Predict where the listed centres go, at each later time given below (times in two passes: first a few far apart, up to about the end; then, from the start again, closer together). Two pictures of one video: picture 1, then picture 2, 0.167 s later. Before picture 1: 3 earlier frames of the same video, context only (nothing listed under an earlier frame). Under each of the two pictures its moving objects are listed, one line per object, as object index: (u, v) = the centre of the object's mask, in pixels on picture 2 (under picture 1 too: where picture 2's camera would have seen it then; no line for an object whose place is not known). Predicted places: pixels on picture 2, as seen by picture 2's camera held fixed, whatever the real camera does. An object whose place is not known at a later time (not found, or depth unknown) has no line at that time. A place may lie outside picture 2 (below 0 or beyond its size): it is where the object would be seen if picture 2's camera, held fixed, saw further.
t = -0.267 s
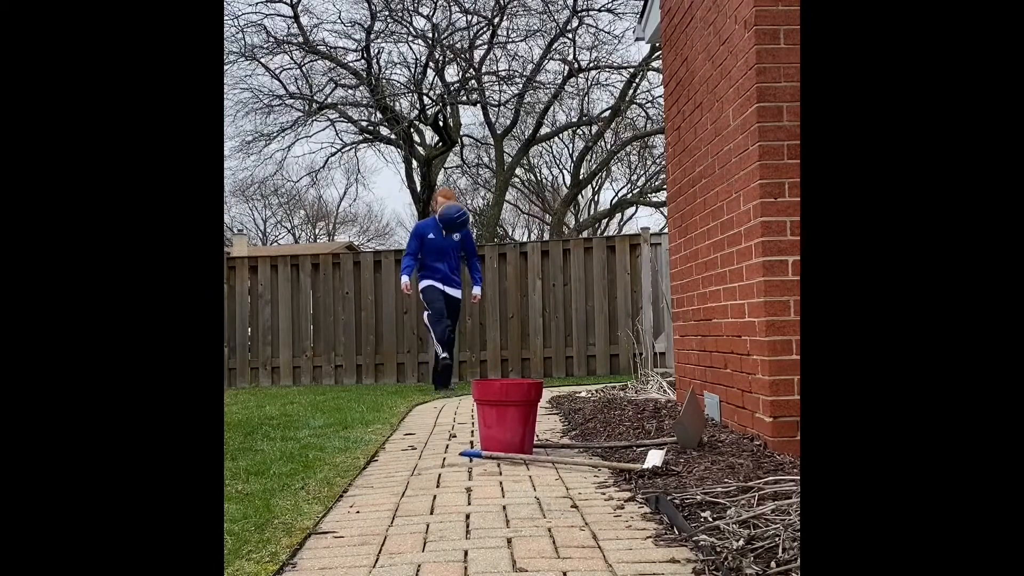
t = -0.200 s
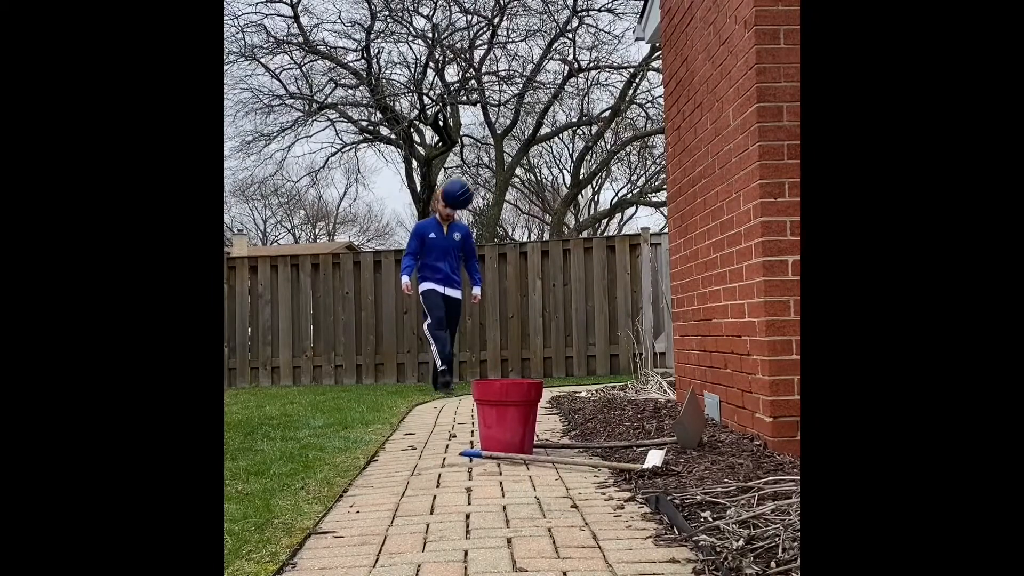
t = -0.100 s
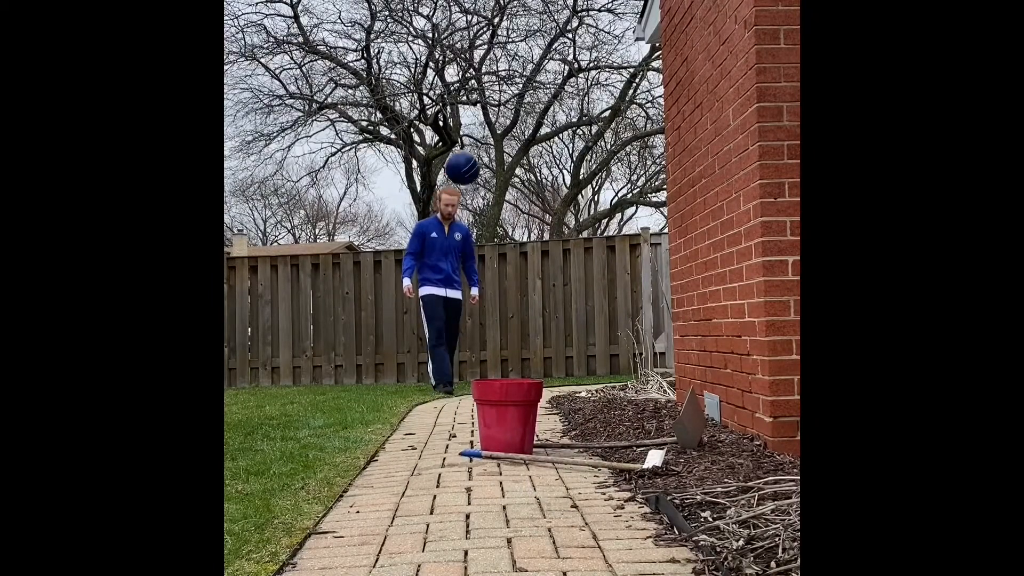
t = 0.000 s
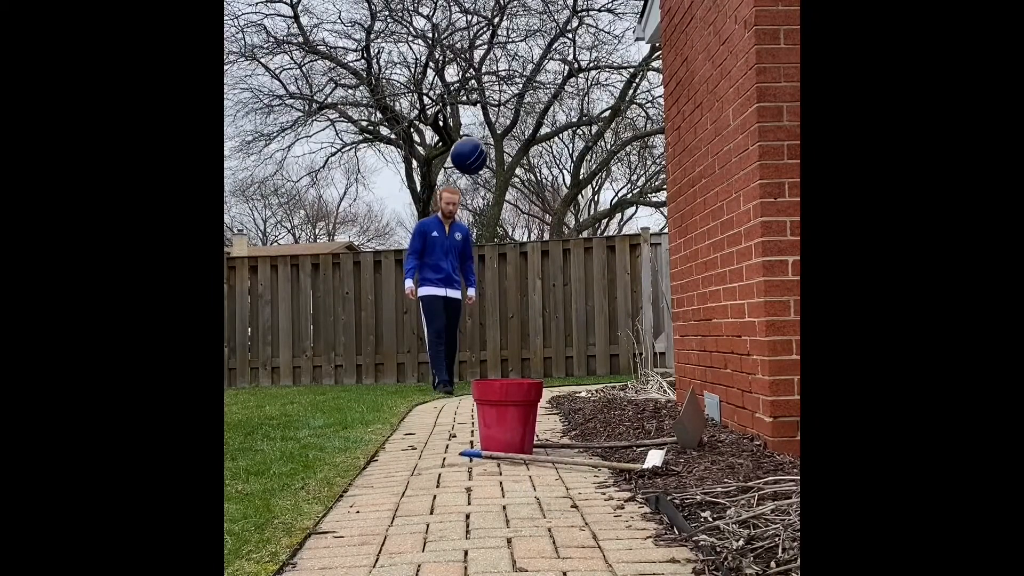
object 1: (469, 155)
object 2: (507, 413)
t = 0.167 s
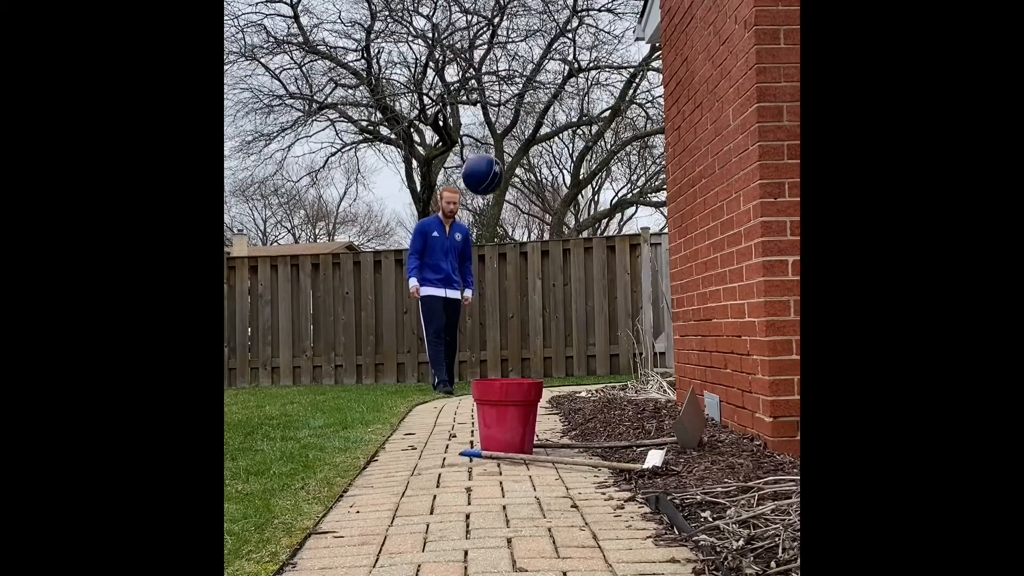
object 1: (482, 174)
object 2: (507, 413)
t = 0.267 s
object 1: (493, 214)
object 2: (507, 413)
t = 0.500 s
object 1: (505, 379)
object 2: (511, 413)
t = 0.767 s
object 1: (521, 372)
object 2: (515, 416)
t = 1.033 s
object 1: (524, 376)
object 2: (518, 417)
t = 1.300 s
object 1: (519, 375)
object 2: (519, 417)
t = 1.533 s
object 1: (514, 377)
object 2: (519, 417)
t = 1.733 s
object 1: (517, 379)
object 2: (519, 417)
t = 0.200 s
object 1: (486, 185)
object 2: (507, 413)
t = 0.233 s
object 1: (490, 198)
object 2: (507, 413)
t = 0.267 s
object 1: (493, 214)
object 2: (507, 413)
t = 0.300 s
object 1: (497, 233)
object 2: (507, 413)
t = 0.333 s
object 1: (501, 256)
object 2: (507, 413)
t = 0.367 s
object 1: (505, 282)
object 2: (507, 413)
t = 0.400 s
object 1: (510, 312)
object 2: (507, 413)
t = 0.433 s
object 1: (514, 347)
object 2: (507, 413)
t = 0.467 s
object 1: (518, 372)
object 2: (507, 415)
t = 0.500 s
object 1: (505, 379)
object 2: (511, 413)
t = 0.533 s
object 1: (501, 375)
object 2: (506, 412)
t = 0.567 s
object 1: (490, 374)
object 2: (506, 411)
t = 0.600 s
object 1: (489, 372)
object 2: (505, 411)
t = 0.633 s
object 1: (494, 369)
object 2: (504, 411)
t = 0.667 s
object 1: (500, 367)
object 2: (506, 411)
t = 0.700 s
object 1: (506, 367)
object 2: (509, 411)
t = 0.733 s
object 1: (514, 368)
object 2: (513, 413)
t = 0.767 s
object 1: (521, 372)
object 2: (515, 416)
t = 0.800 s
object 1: (523, 375)
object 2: (514, 417)
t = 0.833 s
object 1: (519, 376)
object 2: (514, 417)
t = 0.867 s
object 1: (513, 374)
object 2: (517, 417)
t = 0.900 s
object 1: (508, 373)
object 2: (518, 417)
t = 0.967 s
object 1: (512, 373)
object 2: (518, 417)
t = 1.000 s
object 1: (519, 374)
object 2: (518, 417)
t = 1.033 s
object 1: (524, 376)
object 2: (518, 417)
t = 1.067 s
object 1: (525, 376)
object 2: (519, 417)
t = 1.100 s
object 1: (523, 377)
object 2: (519, 417)
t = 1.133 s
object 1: (517, 376)
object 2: (519, 417)
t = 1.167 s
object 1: (513, 376)
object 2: (519, 417)
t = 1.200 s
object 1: (511, 375)
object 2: (519, 417)
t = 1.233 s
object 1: (512, 375)
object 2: (519, 417)
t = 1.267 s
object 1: (515, 375)
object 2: (519, 417)
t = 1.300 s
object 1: (519, 375)
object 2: (519, 417)
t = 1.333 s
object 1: (523, 375)
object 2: (518, 417)
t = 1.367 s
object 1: (526, 376)
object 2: (518, 417)
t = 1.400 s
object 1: (525, 377)
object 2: (518, 417)
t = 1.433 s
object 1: (521, 377)
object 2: (519, 417)
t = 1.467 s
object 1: (517, 377)
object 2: (519, 417)
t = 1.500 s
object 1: (514, 377)
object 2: (519, 417)
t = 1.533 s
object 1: (514, 377)
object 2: (519, 417)
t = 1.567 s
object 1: (516, 377)
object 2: (519, 417)
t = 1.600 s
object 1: (521, 377)
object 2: (519, 417)
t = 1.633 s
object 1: (524, 377)
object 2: (519, 417)
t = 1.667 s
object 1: (524, 378)
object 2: (519, 417)
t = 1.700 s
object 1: (521, 378)
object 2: (519, 417)
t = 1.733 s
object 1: (517, 379)
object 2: (519, 417)
